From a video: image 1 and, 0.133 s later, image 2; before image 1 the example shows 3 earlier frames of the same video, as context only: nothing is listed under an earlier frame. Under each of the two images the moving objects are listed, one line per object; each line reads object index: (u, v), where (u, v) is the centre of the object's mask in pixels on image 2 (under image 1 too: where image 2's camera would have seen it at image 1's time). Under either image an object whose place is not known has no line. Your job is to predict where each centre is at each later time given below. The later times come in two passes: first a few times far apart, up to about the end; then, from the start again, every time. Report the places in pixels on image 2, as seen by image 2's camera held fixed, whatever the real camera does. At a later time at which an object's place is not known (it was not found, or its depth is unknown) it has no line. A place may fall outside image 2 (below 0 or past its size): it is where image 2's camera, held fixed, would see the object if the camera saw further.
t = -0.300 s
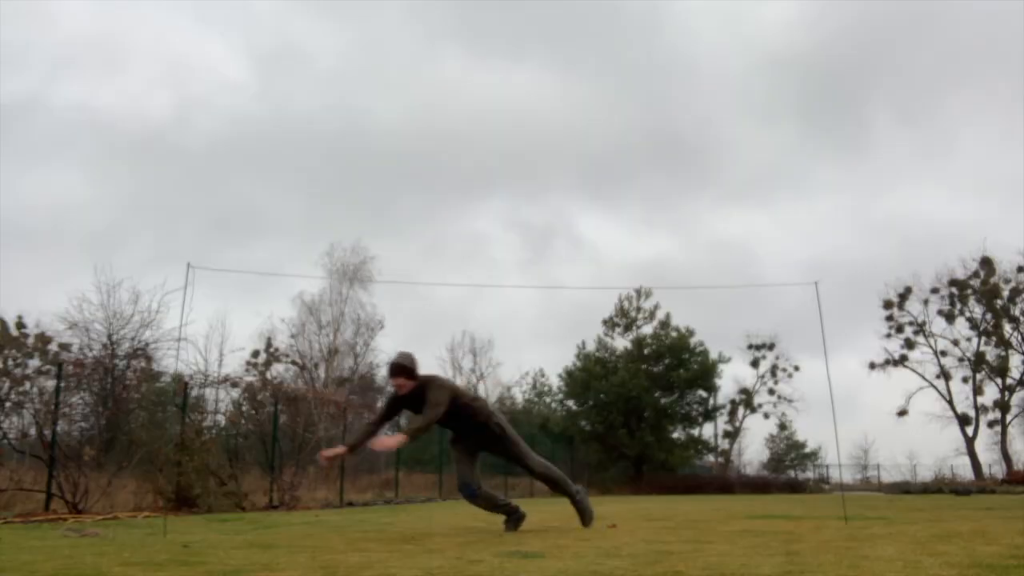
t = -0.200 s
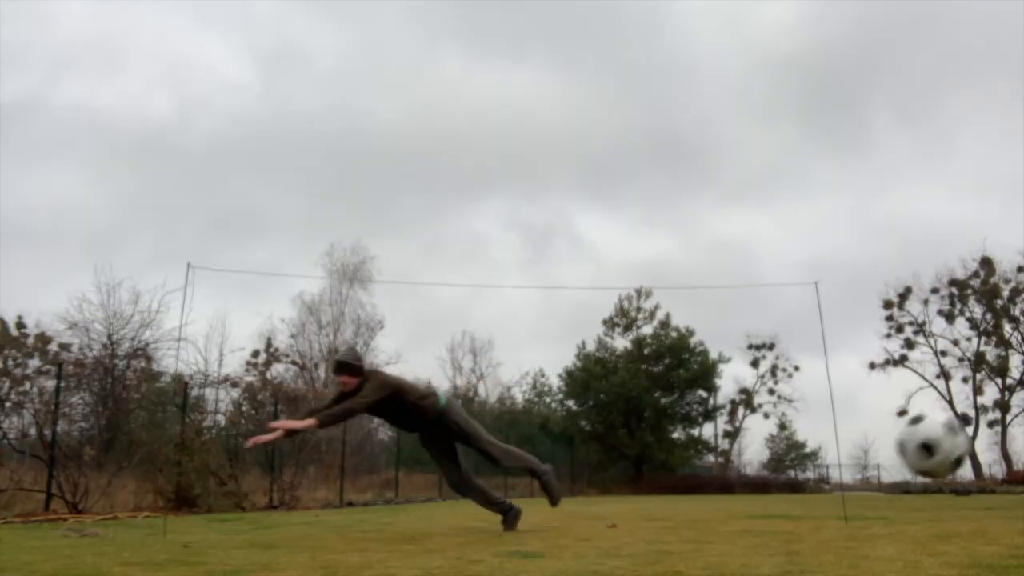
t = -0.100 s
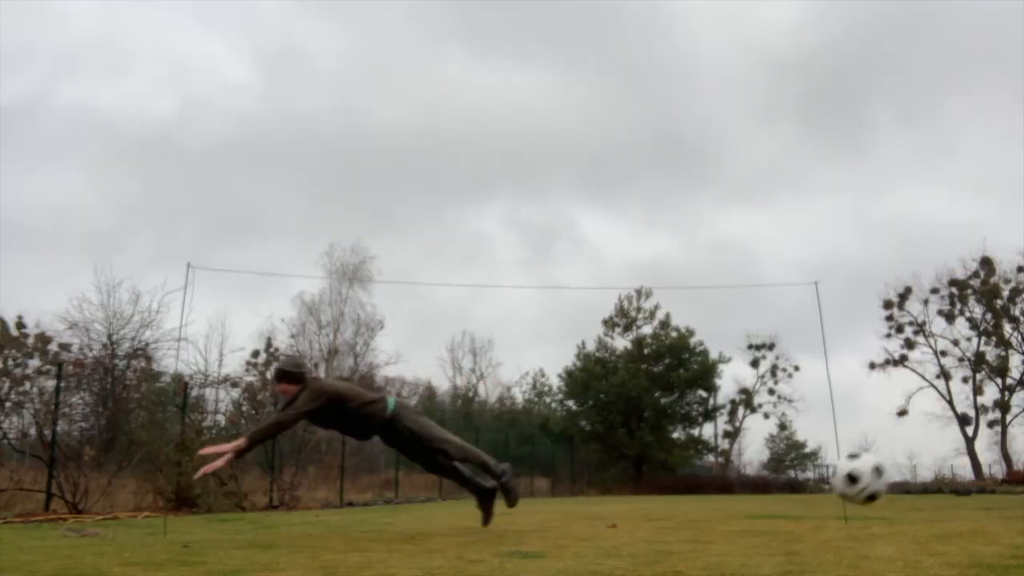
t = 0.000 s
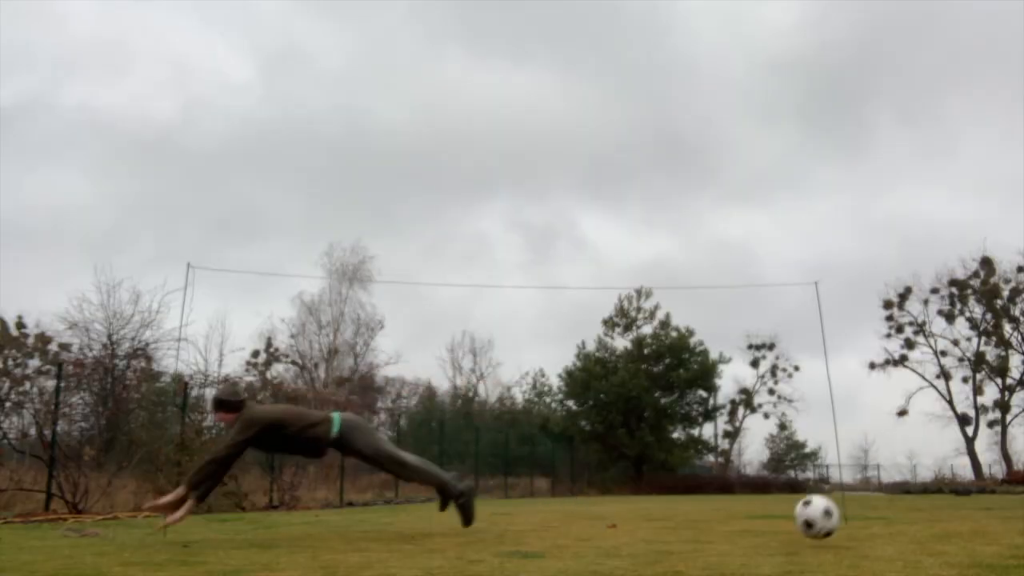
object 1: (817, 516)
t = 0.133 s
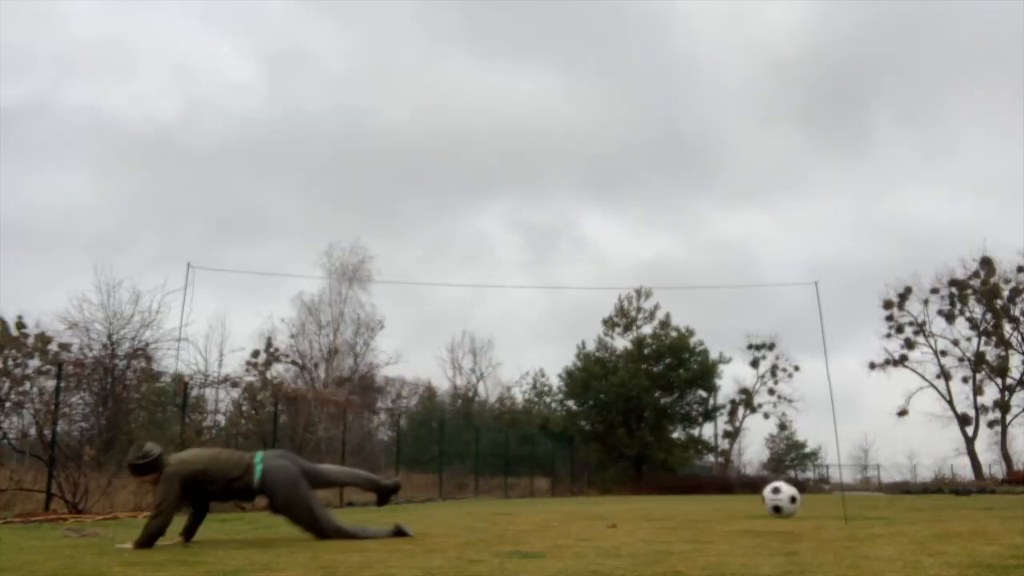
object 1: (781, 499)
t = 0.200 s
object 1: (768, 492)
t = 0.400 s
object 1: (740, 507)
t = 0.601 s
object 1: (726, 497)
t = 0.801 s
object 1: (718, 500)
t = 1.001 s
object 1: (714, 501)
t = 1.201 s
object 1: (713, 501)
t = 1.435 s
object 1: (711, 501)
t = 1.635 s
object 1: (710, 501)
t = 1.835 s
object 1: (710, 500)
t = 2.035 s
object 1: (709, 500)
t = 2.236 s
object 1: (706, 499)
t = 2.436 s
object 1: (703, 499)
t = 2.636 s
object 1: (700, 499)
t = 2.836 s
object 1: (698, 499)
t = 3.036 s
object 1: (694, 499)
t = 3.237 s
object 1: (690, 499)
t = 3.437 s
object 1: (686, 498)
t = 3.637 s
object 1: (683, 498)
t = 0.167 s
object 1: (774, 494)
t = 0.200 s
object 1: (768, 492)
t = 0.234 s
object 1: (762, 491)
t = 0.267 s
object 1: (756, 492)
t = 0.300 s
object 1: (752, 494)
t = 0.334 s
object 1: (748, 497)
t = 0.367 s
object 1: (744, 502)
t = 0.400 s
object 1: (740, 507)
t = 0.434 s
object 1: (738, 507)
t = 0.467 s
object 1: (735, 503)
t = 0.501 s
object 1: (733, 500)
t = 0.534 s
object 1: (730, 498)
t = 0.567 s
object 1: (728, 497)
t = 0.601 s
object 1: (726, 497)
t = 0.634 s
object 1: (723, 499)
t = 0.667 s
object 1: (722, 501)
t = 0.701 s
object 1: (721, 503)
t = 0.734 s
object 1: (720, 501)
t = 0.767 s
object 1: (719, 500)
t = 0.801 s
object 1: (718, 500)
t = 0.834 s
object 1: (717, 501)
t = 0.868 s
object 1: (717, 501)
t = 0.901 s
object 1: (716, 501)
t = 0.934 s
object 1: (715, 501)
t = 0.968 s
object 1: (715, 500)
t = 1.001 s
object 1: (714, 501)
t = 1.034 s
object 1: (715, 501)
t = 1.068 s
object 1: (714, 500)
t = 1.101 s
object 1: (713, 499)
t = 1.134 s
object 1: (713, 500)
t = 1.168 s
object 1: (713, 501)
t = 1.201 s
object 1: (713, 501)
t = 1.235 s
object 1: (712, 501)
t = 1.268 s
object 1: (712, 500)
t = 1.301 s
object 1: (711, 500)
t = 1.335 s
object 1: (711, 500)
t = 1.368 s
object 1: (711, 500)
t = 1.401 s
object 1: (711, 501)
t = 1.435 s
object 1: (711, 501)
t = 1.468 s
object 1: (711, 501)
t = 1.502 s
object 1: (711, 501)
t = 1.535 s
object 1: (711, 500)
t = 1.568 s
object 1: (711, 500)
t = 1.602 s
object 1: (711, 500)
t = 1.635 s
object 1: (710, 501)
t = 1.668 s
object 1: (711, 500)
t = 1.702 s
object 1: (710, 500)
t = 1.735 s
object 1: (710, 500)
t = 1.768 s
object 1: (710, 500)
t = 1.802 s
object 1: (710, 500)
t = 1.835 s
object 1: (710, 500)
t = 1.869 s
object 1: (709, 500)
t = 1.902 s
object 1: (709, 500)
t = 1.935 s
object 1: (709, 500)
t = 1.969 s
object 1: (709, 500)
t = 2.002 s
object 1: (709, 500)
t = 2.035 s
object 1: (709, 500)
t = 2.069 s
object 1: (708, 500)
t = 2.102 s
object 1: (708, 500)
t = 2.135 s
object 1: (708, 499)
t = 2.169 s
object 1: (707, 499)
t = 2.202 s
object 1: (706, 500)
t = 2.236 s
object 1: (706, 499)
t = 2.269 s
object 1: (706, 500)
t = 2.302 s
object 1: (705, 499)
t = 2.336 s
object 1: (705, 499)
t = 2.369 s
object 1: (704, 500)
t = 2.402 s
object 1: (704, 499)
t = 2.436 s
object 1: (703, 499)
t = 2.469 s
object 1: (703, 499)
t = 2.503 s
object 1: (702, 499)
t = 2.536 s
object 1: (702, 500)
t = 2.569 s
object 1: (701, 500)
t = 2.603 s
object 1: (701, 500)
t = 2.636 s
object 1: (700, 499)
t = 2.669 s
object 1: (700, 499)
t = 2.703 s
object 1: (699, 499)
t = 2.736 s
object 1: (699, 499)
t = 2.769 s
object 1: (698, 499)
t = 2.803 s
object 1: (698, 499)
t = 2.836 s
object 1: (698, 499)
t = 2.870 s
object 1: (697, 499)
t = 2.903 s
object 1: (697, 499)
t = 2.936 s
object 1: (696, 499)
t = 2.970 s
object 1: (695, 499)
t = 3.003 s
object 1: (695, 499)
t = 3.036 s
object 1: (694, 499)
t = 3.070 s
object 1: (693, 499)
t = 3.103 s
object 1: (692, 499)
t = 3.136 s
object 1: (692, 499)
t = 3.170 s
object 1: (692, 499)
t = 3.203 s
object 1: (691, 499)
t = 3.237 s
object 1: (690, 499)
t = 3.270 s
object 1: (689, 499)
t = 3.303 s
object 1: (689, 498)
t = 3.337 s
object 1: (688, 499)
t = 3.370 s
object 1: (688, 499)
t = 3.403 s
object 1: (687, 498)
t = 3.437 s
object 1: (686, 498)
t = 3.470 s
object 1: (686, 498)
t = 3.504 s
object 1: (685, 498)
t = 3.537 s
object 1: (685, 498)
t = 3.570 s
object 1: (684, 498)
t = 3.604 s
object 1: (684, 498)
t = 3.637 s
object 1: (683, 498)
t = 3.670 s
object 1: (682, 498)
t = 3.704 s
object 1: (682, 498)
